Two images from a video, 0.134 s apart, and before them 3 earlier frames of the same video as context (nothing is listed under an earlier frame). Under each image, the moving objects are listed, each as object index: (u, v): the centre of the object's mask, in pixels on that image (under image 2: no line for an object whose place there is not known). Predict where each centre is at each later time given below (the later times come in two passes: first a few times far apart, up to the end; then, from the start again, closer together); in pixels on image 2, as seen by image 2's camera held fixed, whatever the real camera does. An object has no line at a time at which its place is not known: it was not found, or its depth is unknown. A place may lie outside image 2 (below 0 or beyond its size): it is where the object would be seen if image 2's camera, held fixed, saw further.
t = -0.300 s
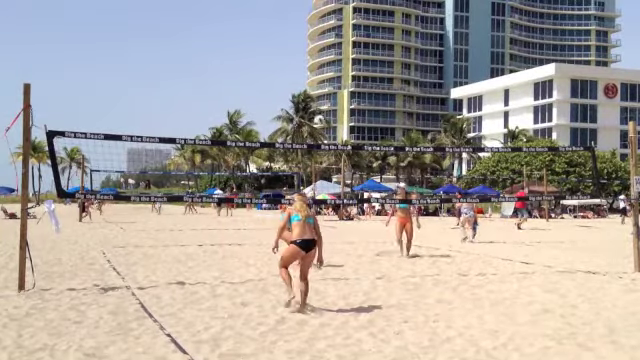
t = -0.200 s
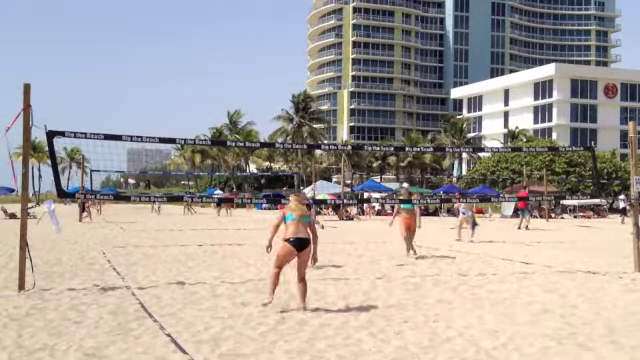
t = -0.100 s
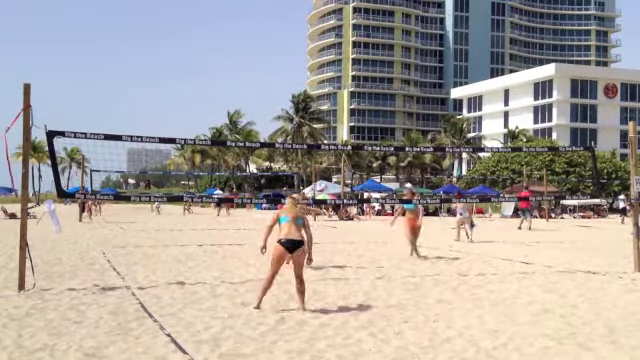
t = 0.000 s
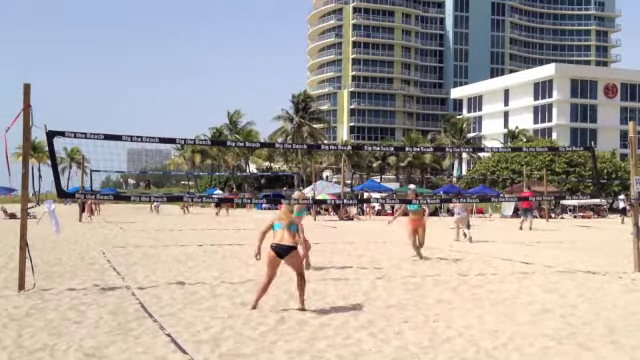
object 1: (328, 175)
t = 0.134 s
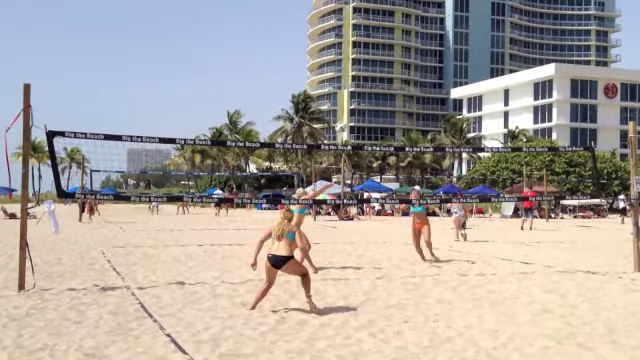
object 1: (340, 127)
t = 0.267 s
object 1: (354, 88)
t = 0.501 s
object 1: (376, 45)
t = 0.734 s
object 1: (399, 29)
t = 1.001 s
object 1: (426, 45)
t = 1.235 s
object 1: (448, 89)
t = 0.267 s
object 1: (354, 88)
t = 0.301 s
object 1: (357, 81)
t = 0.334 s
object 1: (359, 73)
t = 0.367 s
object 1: (363, 66)
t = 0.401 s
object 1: (366, 61)
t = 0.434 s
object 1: (370, 55)
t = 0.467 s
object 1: (373, 49)
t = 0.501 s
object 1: (376, 45)
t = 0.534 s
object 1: (379, 41)
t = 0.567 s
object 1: (382, 37)
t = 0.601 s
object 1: (386, 34)
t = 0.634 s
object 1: (389, 32)
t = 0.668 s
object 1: (392, 30)
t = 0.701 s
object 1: (396, 29)
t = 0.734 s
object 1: (399, 29)
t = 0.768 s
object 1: (402, 29)
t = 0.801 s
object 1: (406, 30)
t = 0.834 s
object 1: (409, 31)
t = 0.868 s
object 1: (412, 33)
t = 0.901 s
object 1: (416, 35)
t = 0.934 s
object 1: (419, 38)
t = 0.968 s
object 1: (423, 41)
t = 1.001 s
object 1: (426, 45)
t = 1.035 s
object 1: (429, 50)
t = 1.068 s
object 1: (432, 55)
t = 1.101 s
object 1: (435, 60)
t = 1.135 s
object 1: (439, 67)
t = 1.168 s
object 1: (442, 74)
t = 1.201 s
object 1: (446, 82)
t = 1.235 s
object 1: (448, 89)
